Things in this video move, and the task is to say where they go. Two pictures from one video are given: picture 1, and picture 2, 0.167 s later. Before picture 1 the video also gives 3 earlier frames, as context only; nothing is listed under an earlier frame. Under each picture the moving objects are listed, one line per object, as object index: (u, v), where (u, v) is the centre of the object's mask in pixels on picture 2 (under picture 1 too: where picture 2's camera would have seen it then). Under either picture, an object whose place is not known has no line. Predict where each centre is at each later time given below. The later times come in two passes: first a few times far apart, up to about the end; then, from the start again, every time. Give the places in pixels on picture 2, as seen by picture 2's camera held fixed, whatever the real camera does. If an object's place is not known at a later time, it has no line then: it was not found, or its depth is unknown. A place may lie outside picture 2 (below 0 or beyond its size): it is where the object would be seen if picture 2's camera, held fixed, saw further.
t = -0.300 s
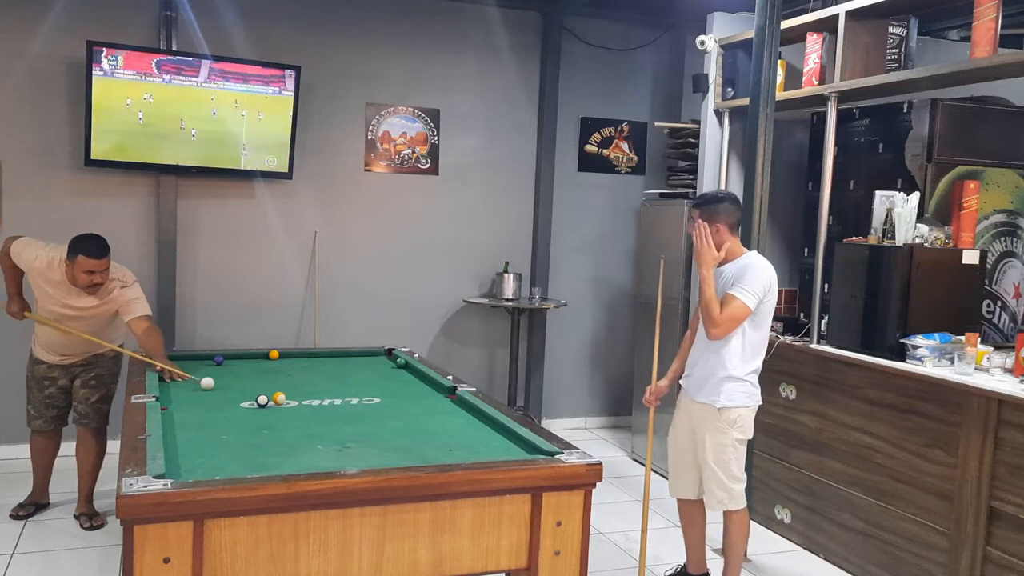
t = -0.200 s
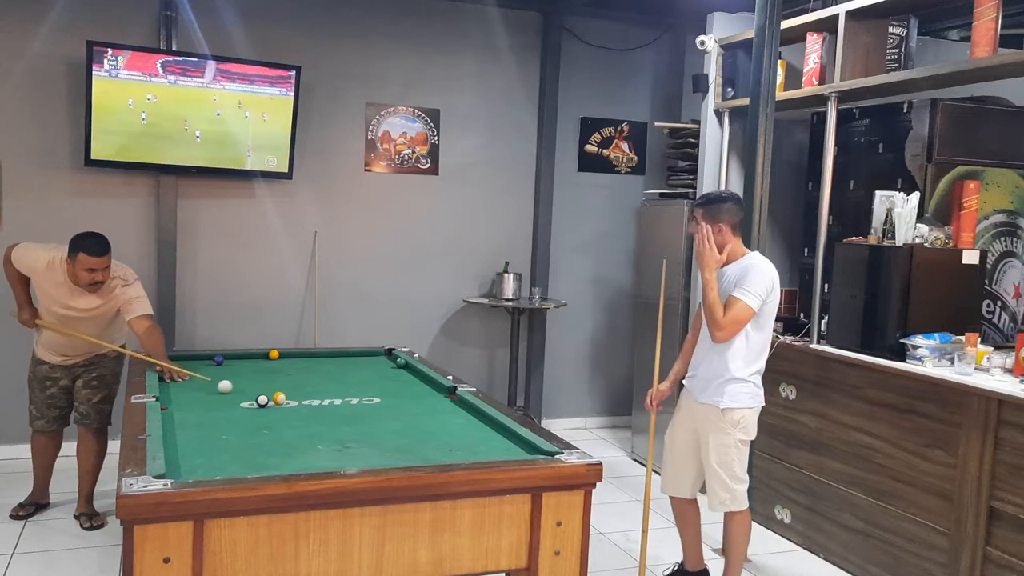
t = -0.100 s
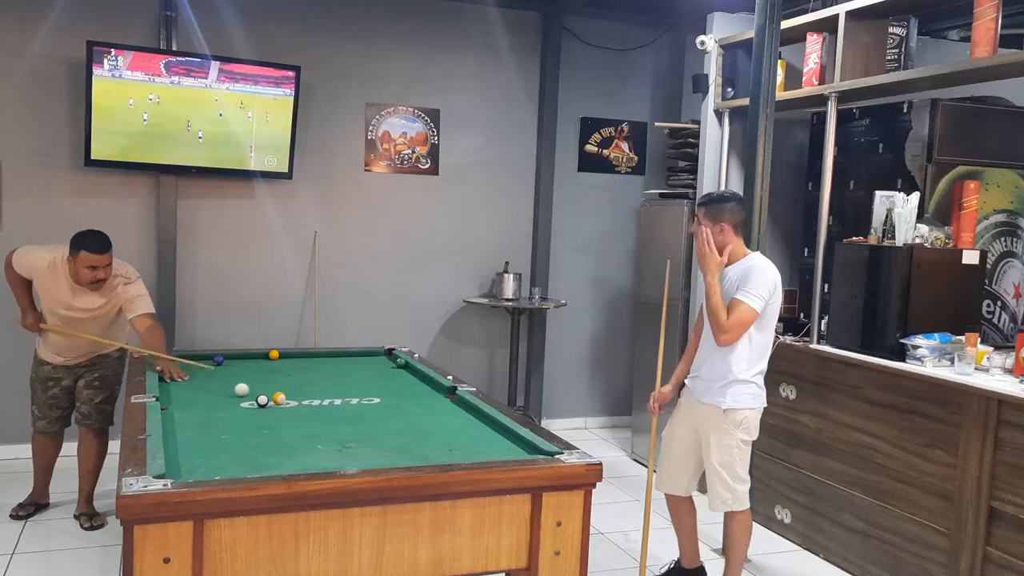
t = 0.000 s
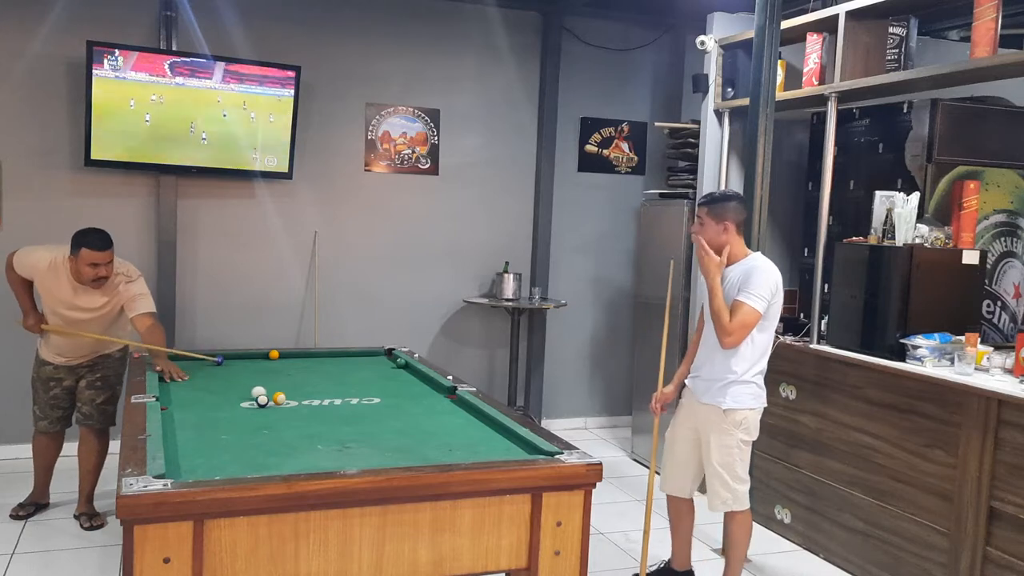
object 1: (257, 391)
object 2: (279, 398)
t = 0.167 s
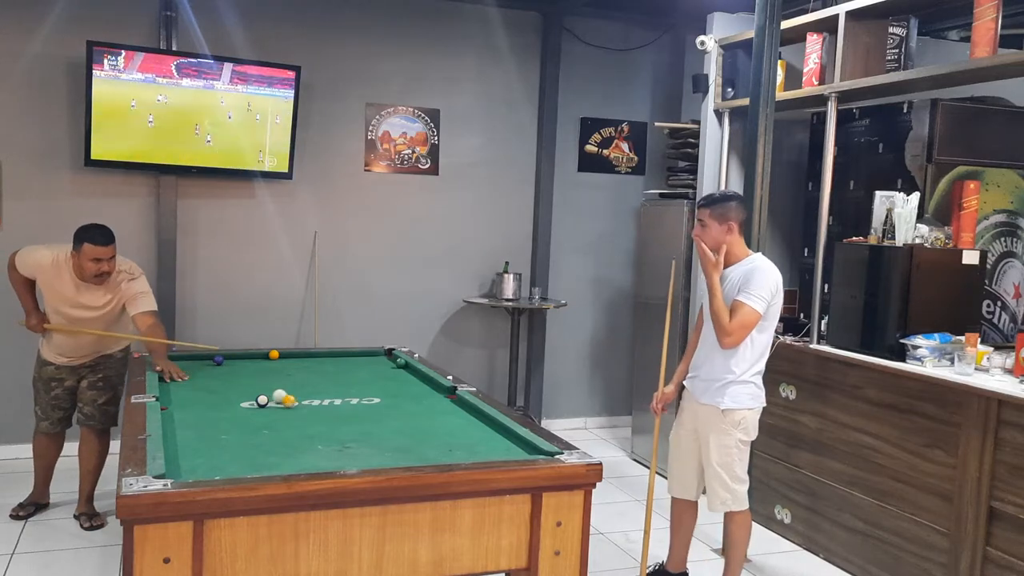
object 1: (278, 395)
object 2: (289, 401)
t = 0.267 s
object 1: (288, 396)
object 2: (297, 404)
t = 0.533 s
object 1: (311, 399)
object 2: (321, 412)
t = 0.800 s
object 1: (333, 400)
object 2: (346, 419)
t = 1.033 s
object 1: (351, 402)
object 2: (369, 425)
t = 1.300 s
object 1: (371, 403)
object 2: (393, 433)
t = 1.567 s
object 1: (389, 405)
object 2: (418, 440)
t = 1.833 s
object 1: (406, 406)
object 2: (443, 447)
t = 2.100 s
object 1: (421, 407)
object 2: (467, 453)
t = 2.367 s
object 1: (435, 408)
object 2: (485, 454)
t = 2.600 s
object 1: (445, 409)
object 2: (486, 451)
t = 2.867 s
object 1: (455, 410)
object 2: (488, 447)
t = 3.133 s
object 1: (463, 410)
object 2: (491, 442)
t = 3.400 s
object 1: (469, 410)
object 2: (492, 438)
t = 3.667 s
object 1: (472, 410)
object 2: (493, 434)
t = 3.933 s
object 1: (472, 410)
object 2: (494, 431)
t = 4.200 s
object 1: (472, 410)
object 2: (494, 428)
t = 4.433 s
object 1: (472, 410)
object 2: (494, 426)
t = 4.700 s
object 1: (472, 410)
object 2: (494, 424)
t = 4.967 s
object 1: (472, 410)
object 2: (491, 423)
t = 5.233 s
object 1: (472, 410)
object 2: (491, 422)
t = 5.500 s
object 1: (472, 410)
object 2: (490, 422)
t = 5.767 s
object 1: (472, 410)
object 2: (490, 422)
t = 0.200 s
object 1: (281, 396)
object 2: (292, 402)
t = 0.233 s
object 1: (285, 396)
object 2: (294, 403)
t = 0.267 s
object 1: (288, 396)
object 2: (297, 404)
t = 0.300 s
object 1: (291, 397)
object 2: (300, 405)
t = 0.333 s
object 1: (294, 397)
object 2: (303, 406)
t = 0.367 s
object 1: (297, 397)
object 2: (306, 407)
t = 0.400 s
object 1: (300, 397)
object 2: (309, 408)
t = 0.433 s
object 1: (303, 398)
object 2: (313, 409)
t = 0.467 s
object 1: (305, 398)
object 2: (316, 410)
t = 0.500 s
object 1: (308, 398)
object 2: (318, 411)
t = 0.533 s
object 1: (311, 399)
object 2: (321, 412)
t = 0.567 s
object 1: (314, 399)
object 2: (325, 413)
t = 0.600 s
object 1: (317, 399)
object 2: (328, 414)
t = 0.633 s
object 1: (320, 399)
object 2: (331, 414)
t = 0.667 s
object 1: (322, 399)
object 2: (334, 415)
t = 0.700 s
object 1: (325, 400)
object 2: (337, 416)
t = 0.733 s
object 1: (328, 400)
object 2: (340, 417)
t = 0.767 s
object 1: (331, 400)
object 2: (344, 418)
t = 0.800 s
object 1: (333, 400)
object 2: (346, 419)
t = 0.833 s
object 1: (336, 401)
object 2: (349, 420)
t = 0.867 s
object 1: (339, 401)
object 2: (352, 421)
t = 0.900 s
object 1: (341, 401)
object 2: (356, 422)
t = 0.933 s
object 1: (344, 401)
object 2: (359, 423)
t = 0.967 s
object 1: (346, 401)
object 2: (362, 424)
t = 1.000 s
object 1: (349, 402)
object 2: (365, 425)
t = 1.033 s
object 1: (351, 402)
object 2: (369, 425)
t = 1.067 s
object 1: (354, 402)
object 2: (372, 426)
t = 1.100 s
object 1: (357, 402)
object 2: (374, 428)
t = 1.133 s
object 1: (359, 402)
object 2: (378, 428)
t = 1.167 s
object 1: (362, 402)
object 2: (380, 429)
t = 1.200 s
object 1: (364, 403)
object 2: (384, 430)
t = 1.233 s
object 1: (366, 403)
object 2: (387, 431)
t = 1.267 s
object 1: (369, 403)
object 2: (390, 432)
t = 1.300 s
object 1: (371, 403)
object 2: (393, 433)
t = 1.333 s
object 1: (374, 404)
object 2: (396, 434)
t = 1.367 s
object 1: (376, 404)
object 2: (400, 435)
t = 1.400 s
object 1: (378, 404)
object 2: (403, 436)
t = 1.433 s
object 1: (381, 404)
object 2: (406, 437)
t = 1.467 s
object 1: (383, 404)
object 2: (409, 438)
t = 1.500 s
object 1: (385, 404)
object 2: (412, 438)
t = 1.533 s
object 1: (387, 404)
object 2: (415, 439)
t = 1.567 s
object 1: (389, 405)
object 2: (418, 440)
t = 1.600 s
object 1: (392, 405)
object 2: (421, 441)
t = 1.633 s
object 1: (394, 405)
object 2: (424, 442)
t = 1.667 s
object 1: (396, 405)
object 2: (427, 443)
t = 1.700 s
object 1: (398, 405)
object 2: (431, 444)
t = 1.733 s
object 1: (400, 406)
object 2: (434, 445)
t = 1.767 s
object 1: (402, 406)
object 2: (436, 446)
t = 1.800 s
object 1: (404, 406)
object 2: (439, 446)
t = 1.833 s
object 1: (406, 406)
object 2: (443, 447)
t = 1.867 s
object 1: (408, 406)
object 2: (446, 448)
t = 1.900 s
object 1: (410, 406)
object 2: (449, 449)
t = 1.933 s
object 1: (412, 406)
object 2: (452, 450)
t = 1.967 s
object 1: (414, 407)
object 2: (455, 451)
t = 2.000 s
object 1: (416, 407)
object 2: (458, 451)
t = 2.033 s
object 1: (418, 407)
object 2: (461, 452)
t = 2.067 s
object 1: (419, 407)
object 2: (464, 452)
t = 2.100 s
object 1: (421, 407)
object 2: (467, 453)
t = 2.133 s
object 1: (423, 407)
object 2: (470, 453)
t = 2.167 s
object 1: (425, 407)
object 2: (473, 454)
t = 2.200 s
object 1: (427, 408)
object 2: (476, 454)
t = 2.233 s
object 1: (428, 408)
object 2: (479, 454)
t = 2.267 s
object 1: (430, 408)
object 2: (482, 455)
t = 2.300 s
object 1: (431, 408)
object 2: (483, 454)
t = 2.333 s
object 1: (433, 408)
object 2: (484, 454)
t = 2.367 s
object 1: (435, 408)
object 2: (485, 454)
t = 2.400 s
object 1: (436, 408)
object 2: (485, 453)
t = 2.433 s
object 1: (438, 408)
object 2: (485, 453)
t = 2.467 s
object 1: (439, 408)
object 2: (485, 452)
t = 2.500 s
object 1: (441, 408)
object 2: (486, 452)
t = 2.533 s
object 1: (442, 409)
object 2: (486, 452)
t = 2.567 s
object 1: (444, 409)
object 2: (486, 452)
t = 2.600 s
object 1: (445, 409)
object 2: (486, 451)
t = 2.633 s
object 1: (446, 409)
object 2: (487, 450)
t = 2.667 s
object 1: (448, 409)
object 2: (487, 450)
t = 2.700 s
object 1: (449, 409)
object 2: (487, 449)
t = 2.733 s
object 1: (451, 409)
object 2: (487, 449)
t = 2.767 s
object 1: (452, 409)
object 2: (488, 449)
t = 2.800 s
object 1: (453, 409)
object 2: (488, 448)
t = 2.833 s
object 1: (454, 410)
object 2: (488, 447)
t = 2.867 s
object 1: (455, 410)
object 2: (488, 447)
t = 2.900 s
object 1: (456, 410)
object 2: (489, 446)
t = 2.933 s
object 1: (457, 410)
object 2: (489, 446)
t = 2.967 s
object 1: (458, 410)
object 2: (489, 445)
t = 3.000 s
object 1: (459, 410)
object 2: (489, 445)
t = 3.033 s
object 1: (461, 410)
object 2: (490, 444)
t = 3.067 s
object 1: (462, 410)
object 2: (490, 443)
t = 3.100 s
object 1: (462, 410)
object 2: (490, 443)
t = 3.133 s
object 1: (463, 410)
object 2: (491, 442)
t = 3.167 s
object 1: (464, 410)
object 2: (491, 442)
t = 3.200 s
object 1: (465, 410)
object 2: (491, 441)
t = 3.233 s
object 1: (466, 410)
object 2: (491, 441)
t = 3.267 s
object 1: (467, 410)
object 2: (491, 440)
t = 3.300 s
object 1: (467, 410)
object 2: (491, 440)
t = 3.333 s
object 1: (468, 410)
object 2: (492, 439)
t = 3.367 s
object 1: (469, 410)
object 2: (492, 439)
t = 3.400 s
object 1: (469, 410)
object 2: (492, 438)
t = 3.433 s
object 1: (470, 410)
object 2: (492, 438)
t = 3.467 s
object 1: (471, 410)
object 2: (492, 437)
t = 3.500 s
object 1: (471, 410)
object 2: (492, 437)
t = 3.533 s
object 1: (472, 410)
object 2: (493, 436)
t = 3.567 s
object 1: (472, 410)
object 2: (493, 436)
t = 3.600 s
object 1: (473, 410)
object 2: (493, 435)
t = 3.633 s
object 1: (473, 410)
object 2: (493, 435)
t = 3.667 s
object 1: (472, 410)
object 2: (493, 434)
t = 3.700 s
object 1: (472, 410)
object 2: (493, 434)
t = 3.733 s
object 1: (472, 410)
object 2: (493, 433)
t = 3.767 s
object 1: (472, 410)
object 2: (493, 433)
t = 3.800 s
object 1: (472, 410)
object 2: (493, 433)
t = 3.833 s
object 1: (472, 410)
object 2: (494, 432)
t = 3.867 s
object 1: (472, 410)
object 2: (494, 432)
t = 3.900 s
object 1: (472, 410)
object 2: (494, 432)
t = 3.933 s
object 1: (472, 410)
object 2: (494, 431)
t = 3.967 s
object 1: (472, 410)
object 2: (494, 431)
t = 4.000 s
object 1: (472, 410)
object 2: (494, 430)
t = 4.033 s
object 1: (472, 410)
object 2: (494, 430)
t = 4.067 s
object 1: (472, 410)
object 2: (494, 430)
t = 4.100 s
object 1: (472, 410)
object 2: (494, 429)
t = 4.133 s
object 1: (472, 410)
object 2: (494, 429)
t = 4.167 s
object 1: (472, 410)
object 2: (494, 429)
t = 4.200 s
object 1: (472, 410)
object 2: (494, 428)
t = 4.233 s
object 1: (472, 410)
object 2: (494, 428)
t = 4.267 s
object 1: (472, 410)
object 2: (494, 428)
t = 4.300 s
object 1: (472, 410)
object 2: (494, 427)
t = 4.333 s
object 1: (472, 410)
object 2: (494, 427)
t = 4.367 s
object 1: (472, 410)
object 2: (494, 427)
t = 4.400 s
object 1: (472, 410)
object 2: (494, 426)
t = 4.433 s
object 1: (472, 410)
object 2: (494, 426)
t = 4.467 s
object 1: (472, 410)
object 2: (494, 426)
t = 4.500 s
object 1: (472, 410)
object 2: (494, 425)
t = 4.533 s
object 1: (472, 410)
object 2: (494, 425)
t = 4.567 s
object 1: (472, 410)
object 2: (494, 425)
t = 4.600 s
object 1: (472, 410)
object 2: (494, 425)
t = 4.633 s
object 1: (472, 410)
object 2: (494, 424)
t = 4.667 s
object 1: (472, 410)
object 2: (494, 424)
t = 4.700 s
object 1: (472, 410)
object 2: (494, 424)
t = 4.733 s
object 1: (472, 410)
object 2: (493, 424)
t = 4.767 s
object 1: (472, 410)
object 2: (493, 424)
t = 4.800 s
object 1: (472, 410)
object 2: (493, 423)
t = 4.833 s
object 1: (472, 410)
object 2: (492, 423)
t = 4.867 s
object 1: (472, 410)
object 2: (492, 423)
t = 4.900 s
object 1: (472, 410)
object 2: (492, 423)
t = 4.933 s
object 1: (472, 410)
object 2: (492, 423)
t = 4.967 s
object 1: (472, 410)
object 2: (491, 423)
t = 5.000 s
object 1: (472, 410)
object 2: (491, 423)
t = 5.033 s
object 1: (472, 410)
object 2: (491, 423)
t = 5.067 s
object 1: (472, 410)
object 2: (491, 422)
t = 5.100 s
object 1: (472, 410)
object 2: (491, 422)
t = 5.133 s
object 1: (472, 410)
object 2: (491, 422)
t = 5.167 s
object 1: (472, 410)
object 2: (491, 422)
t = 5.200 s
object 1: (472, 410)
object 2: (491, 422)
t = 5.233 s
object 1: (472, 410)
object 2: (491, 422)
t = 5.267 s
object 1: (472, 410)
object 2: (490, 422)
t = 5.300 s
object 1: (472, 410)
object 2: (490, 422)
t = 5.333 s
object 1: (472, 410)
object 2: (490, 422)
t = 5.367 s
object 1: (472, 410)
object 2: (490, 422)
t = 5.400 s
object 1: (472, 410)
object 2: (490, 422)
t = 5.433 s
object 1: (472, 410)
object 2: (490, 422)
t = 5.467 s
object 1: (472, 410)
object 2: (490, 422)
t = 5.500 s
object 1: (472, 410)
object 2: (490, 422)
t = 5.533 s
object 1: (472, 410)
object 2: (490, 422)
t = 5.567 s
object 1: (472, 410)
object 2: (490, 422)
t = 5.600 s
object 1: (472, 410)
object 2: (490, 422)
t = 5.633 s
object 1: (472, 410)
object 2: (490, 422)
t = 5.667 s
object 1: (472, 410)
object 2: (490, 422)
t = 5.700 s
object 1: (472, 410)
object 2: (490, 422)
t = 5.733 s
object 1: (472, 410)
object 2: (490, 422)
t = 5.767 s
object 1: (472, 410)
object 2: (490, 422)
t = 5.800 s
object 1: (472, 410)
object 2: (490, 422)
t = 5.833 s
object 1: (472, 410)
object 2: (490, 422)
